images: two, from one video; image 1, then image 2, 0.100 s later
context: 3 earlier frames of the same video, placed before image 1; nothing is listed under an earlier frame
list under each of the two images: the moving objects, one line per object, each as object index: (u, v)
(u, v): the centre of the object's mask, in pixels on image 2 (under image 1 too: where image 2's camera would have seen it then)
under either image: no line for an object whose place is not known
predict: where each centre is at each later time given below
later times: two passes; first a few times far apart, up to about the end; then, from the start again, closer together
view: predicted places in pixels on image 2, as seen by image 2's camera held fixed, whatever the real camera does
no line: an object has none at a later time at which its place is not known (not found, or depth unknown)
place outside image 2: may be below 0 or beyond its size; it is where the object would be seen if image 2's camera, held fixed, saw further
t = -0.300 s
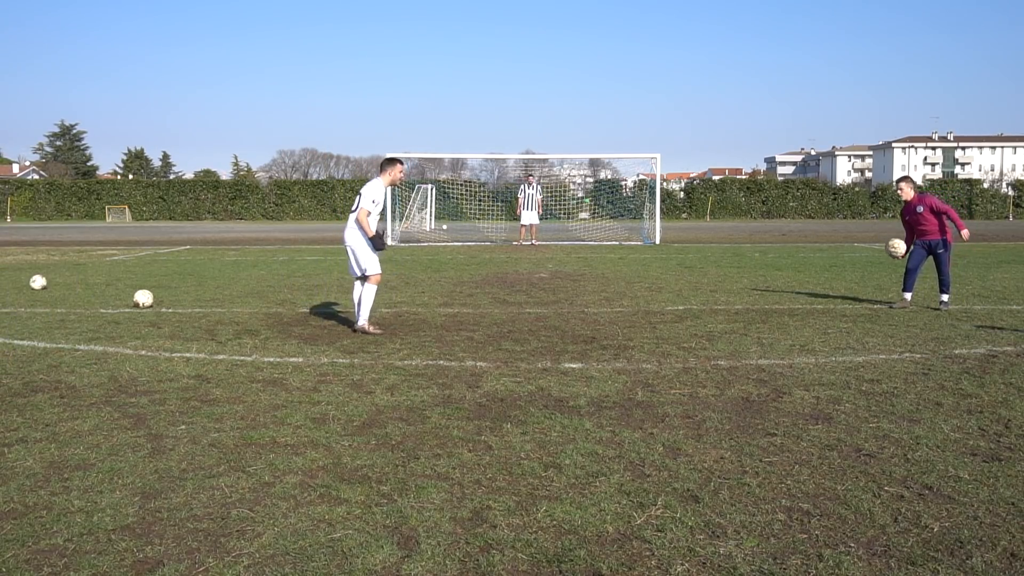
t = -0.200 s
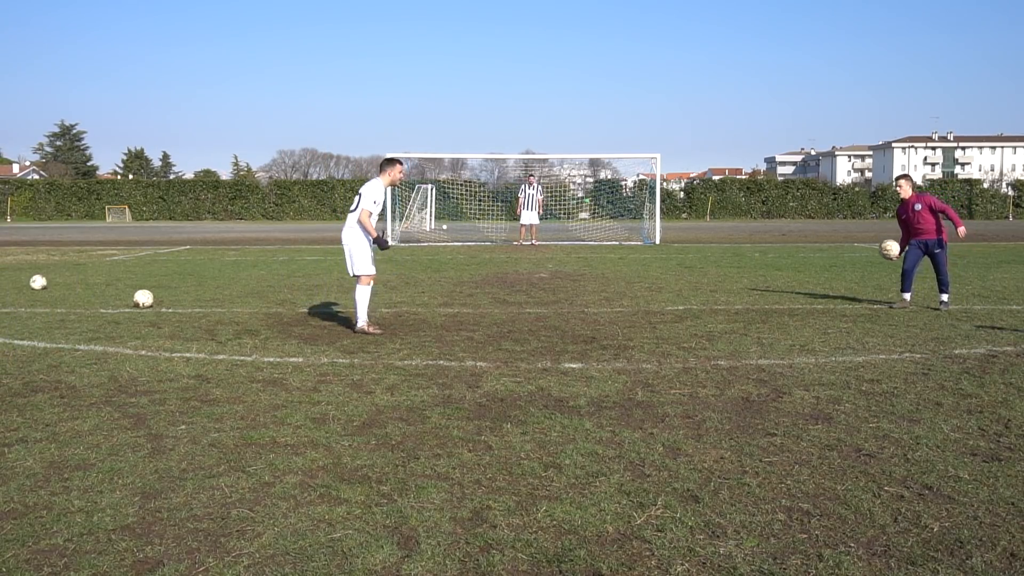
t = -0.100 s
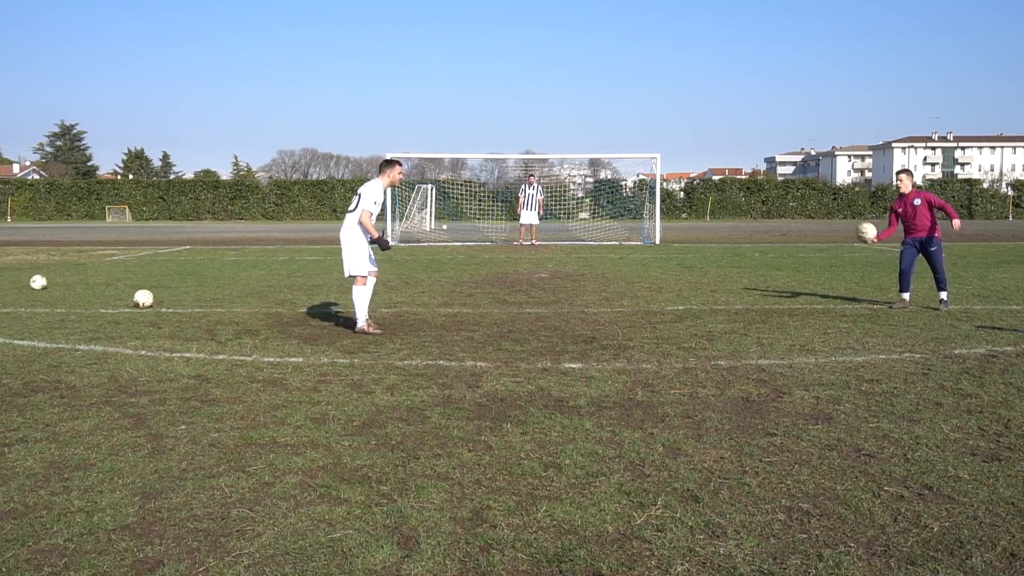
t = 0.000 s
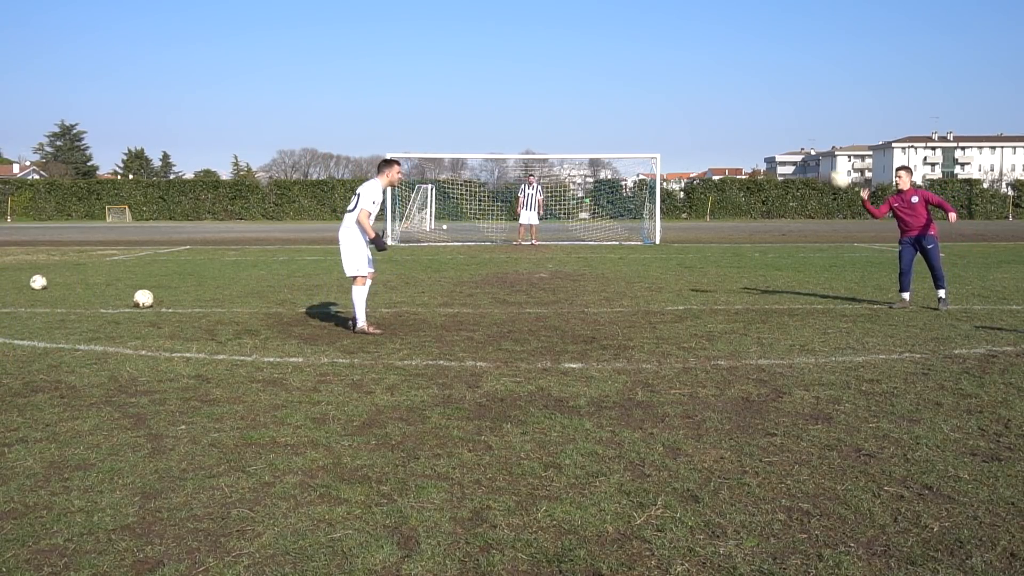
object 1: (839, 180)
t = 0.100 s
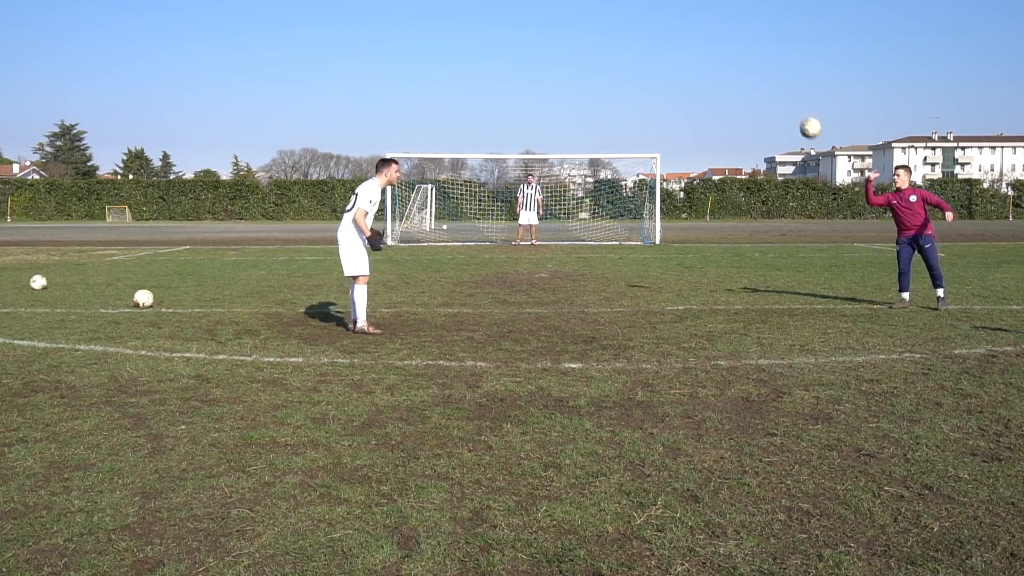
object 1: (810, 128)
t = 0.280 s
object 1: (758, 56)
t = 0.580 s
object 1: (664, 5)
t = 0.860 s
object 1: (571, 28)
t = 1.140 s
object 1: (477, 137)
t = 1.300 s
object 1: (423, 237)
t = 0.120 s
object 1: (805, 118)
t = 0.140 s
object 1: (799, 110)
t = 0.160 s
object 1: (793, 101)
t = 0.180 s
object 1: (787, 93)
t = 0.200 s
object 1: (782, 84)
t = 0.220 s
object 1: (776, 77)
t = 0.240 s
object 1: (770, 70)
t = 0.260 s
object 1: (764, 63)
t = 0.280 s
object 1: (758, 56)
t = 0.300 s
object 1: (752, 50)
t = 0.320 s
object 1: (745, 44)
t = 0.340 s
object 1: (739, 38)
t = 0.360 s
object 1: (733, 33)
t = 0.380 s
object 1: (727, 29)
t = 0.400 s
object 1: (721, 24)
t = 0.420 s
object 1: (715, 20)
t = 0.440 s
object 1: (709, 16)
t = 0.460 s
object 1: (702, 13)
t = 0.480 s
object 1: (696, 10)
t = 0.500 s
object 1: (689, 8)
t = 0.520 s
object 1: (683, 7)
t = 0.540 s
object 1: (677, 6)
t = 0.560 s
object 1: (670, 6)
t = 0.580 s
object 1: (664, 5)
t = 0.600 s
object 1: (657, 5)
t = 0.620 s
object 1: (650, 5)
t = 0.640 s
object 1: (644, 5)
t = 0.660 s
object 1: (638, 5)
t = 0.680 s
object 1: (631, 6)
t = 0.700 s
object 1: (624, 6)
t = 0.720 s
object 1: (618, 7)
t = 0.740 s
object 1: (611, 8)
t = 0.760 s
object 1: (605, 10)
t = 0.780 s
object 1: (598, 12)
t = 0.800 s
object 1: (591, 16)
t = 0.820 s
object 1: (585, 19)
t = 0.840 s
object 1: (578, 23)
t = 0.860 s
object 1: (571, 28)
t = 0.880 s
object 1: (564, 33)
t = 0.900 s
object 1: (558, 38)
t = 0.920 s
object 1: (551, 44)
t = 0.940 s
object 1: (544, 51)
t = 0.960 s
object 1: (537, 57)
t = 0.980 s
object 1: (531, 64)
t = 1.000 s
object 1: (524, 72)
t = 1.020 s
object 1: (517, 80)
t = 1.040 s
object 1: (510, 89)
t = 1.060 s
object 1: (503, 97)
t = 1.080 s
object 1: (497, 107)
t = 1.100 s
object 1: (490, 117)
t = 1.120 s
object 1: (483, 127)
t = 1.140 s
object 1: (477, 137)
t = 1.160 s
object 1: (470, 148)
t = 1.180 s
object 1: (463, 159)
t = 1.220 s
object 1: (450, 183)
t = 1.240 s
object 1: (443, 195)
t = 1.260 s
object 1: (437, 209)
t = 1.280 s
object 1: (430, 223)
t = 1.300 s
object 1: (423, 237)
